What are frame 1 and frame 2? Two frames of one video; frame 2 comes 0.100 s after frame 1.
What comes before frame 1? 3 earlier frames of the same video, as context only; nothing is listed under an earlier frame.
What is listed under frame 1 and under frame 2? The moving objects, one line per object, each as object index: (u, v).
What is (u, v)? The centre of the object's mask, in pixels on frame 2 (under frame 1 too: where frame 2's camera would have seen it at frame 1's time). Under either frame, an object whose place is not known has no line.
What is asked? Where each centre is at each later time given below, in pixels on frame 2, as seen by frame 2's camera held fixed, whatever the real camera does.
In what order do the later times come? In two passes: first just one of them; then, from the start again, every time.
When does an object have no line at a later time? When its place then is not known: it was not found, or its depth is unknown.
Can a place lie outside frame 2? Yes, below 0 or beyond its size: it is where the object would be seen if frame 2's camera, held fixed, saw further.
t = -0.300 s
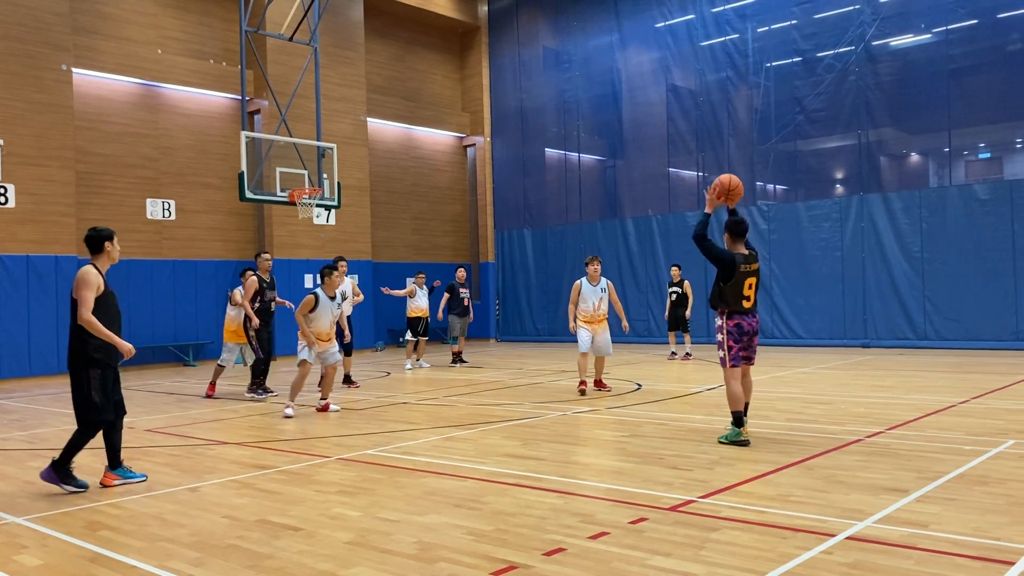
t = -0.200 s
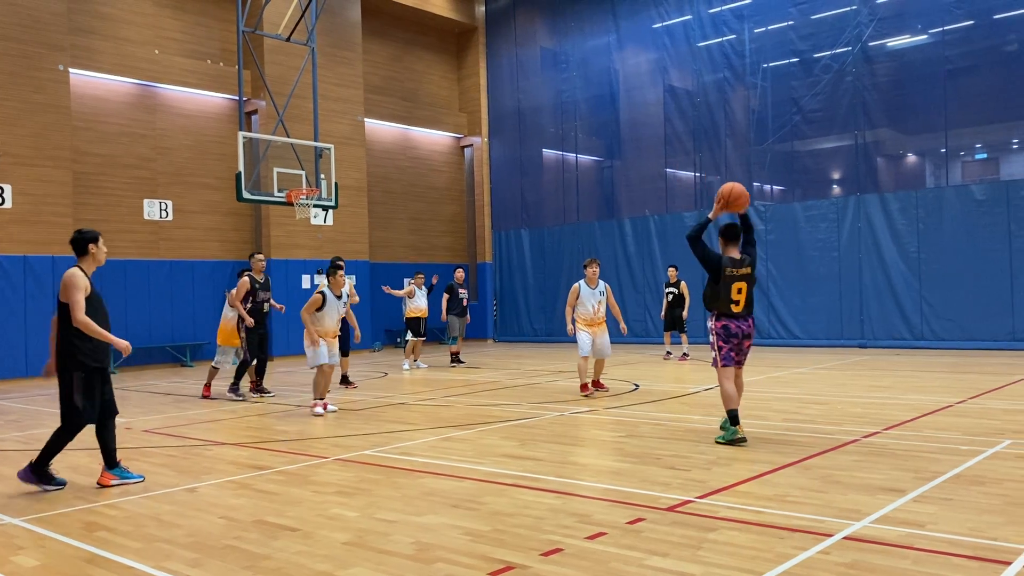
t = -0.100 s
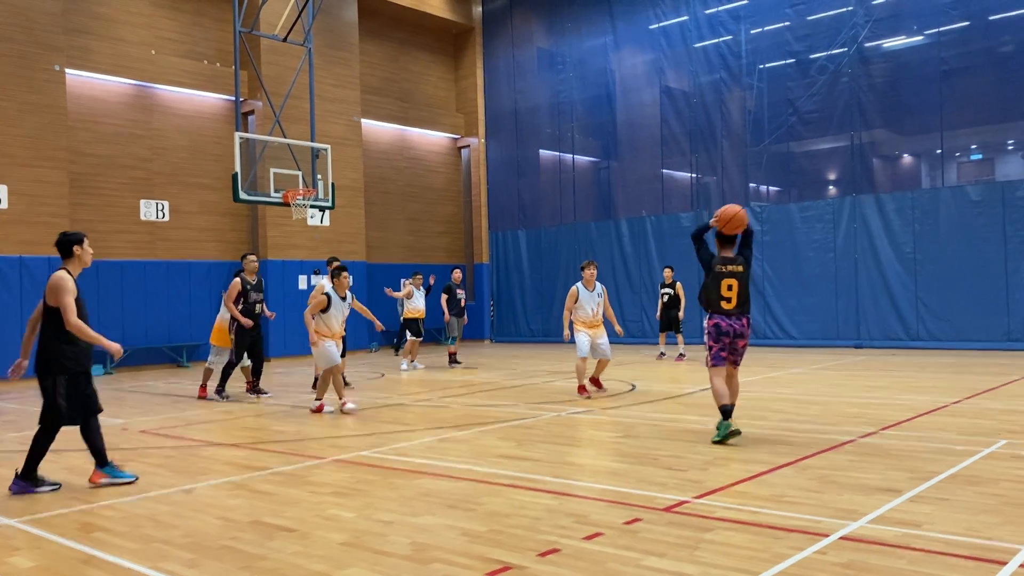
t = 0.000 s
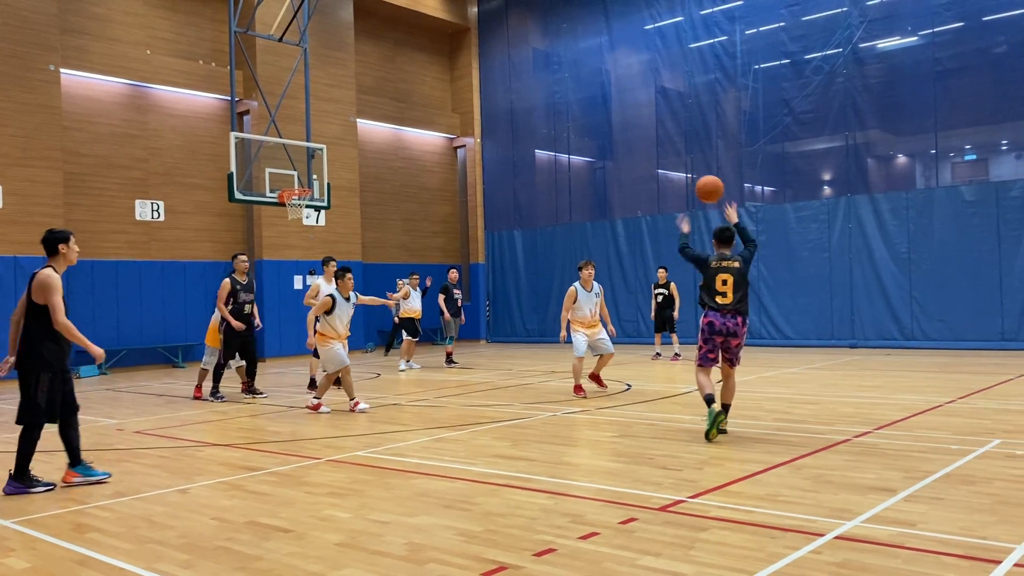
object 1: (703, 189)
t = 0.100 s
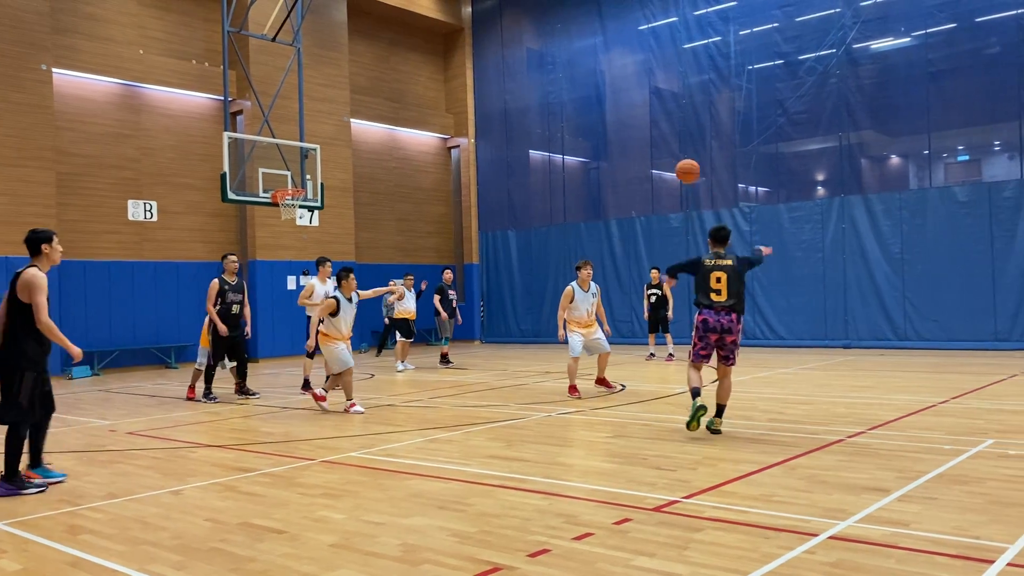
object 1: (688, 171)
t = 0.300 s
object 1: (666, 171)
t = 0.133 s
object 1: (683, 168)
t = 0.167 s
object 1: (679, 166)
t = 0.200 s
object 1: (676, 166)
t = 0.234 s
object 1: (672, 166)
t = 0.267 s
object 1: (670, 168)
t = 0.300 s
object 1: (666, 171)
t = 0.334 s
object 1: (664, 173)
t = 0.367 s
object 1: (661, 177)
